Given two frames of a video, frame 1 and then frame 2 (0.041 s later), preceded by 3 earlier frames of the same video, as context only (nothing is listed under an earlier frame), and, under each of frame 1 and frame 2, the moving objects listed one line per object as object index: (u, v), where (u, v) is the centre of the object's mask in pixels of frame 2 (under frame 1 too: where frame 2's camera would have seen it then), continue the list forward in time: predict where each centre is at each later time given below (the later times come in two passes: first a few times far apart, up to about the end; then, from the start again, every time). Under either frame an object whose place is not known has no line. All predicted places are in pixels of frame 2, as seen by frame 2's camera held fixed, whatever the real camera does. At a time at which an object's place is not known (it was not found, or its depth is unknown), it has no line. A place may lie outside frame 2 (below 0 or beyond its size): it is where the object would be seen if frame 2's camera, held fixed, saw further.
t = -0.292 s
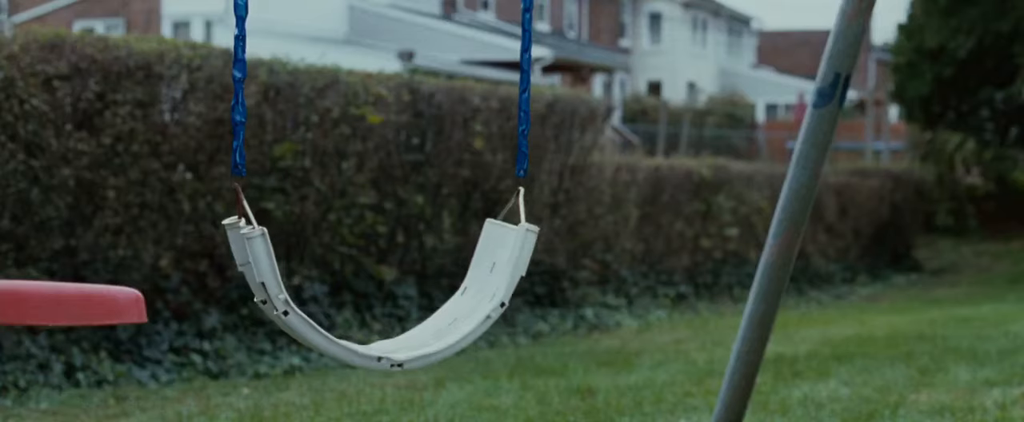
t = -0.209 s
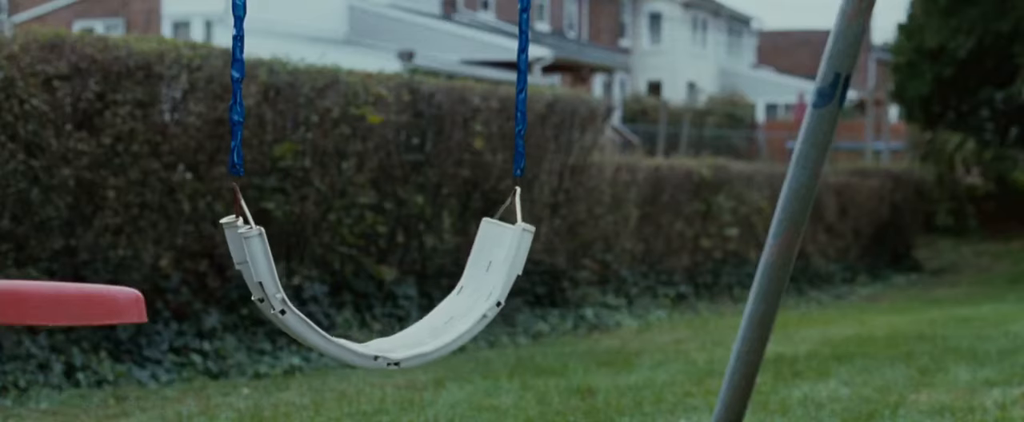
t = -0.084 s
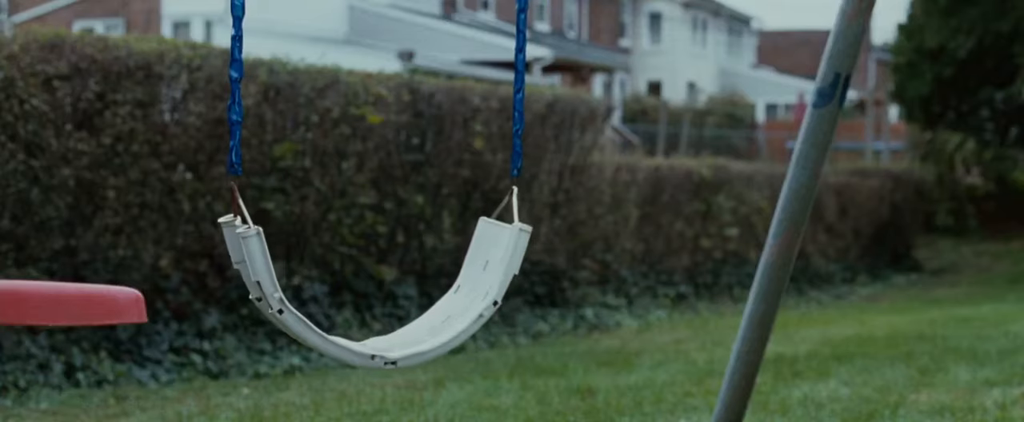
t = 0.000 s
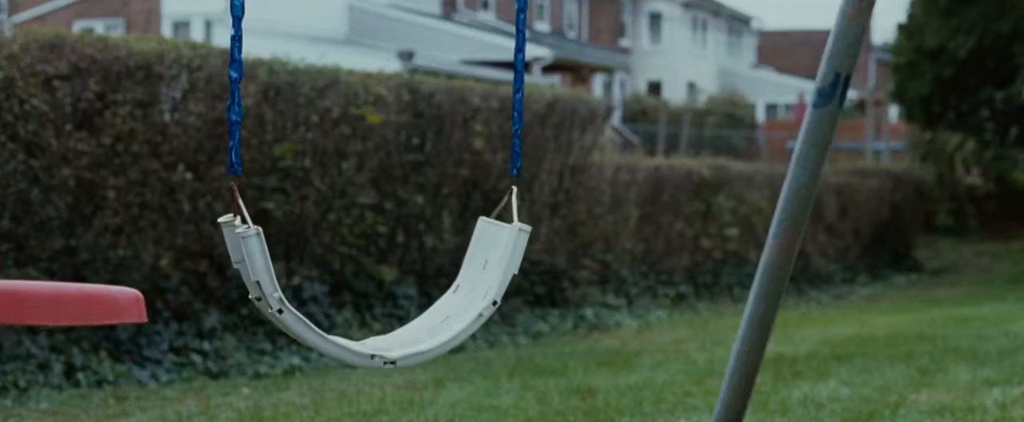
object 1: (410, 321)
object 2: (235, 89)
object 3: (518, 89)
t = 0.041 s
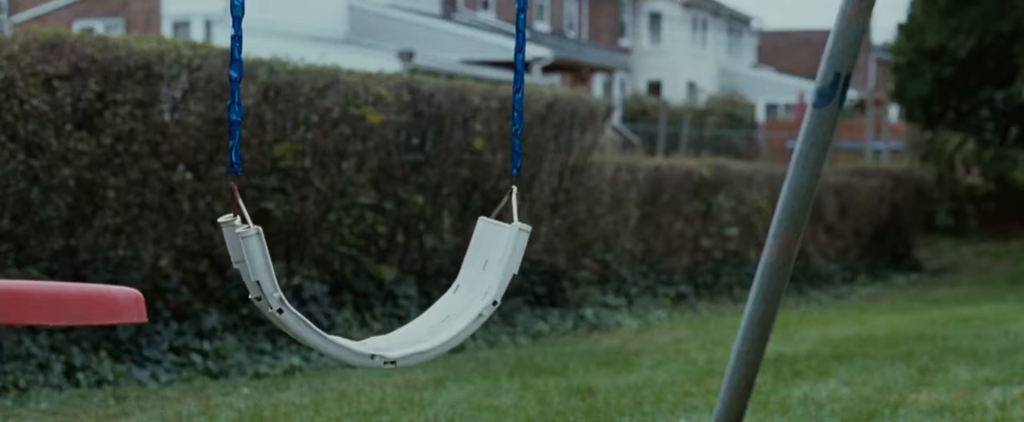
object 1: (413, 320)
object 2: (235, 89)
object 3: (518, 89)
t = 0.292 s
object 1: (416, 325)
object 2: (239, 88)
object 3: (523, 90)
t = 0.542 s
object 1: (426, 332)
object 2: (245, 89)
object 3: (535, 91)
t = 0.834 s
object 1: (441, 340)
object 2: (255, 89)
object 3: (550, 91)
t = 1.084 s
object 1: (448, 341)
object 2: (259, 90)
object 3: (556, 91)
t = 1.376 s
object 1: (440, 342)
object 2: (257, 89)
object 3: (553, 92)
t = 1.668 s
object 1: (434, 333)
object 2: (249, 90)
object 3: (540, 91)
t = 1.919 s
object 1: (419, 329)
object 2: (241, 89)
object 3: (528, 92)
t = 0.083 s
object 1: (414, 320)
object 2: (236, 89)
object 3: (519, 89)
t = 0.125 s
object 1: (412, 321)
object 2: (236, 89)
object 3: (519, 89)
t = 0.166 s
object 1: (410, 324)
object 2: (236, 89)
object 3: (520, 90)
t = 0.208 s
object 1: (410, 325)
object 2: (237, 89)
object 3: (521, 90)
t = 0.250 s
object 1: (414, 324)
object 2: (238, 88)
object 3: (522, 90)
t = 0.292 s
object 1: (416, 325)
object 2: (239, 88)
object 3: (523, 90)
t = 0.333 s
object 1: (420, 325)
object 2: (239, 88)
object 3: (525, 91)
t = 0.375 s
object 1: (416, 329)
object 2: (241, 88)
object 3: (527, 91)
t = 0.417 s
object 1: (418, 329)
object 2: (242, 90)
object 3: (528, 91)
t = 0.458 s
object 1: (420, 331)
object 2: (243, 90)
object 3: (530, 90)
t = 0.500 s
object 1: (427, 329)
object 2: (244, 89)
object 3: (533, 90)
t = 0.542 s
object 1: (426, 332)
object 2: (245, 89)
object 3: (535, 91)
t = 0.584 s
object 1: (430, 333)
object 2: (247, 89)
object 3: (537, 92)
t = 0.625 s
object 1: (431, 334)
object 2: (248, 88)
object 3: (539, 91)
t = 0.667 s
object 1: (434, 335)
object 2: (249, 89)
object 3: (542, 91)
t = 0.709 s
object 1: (436, 336)
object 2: (251, 90)
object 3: (544, 91)
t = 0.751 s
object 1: (435, 339)
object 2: (252, 88)
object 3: (546, 90)
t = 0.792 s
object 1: (443, 336)
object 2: (253, 89)
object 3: (548, 90)
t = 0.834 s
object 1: (441, 340)
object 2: (255, 89)
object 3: (550, 91)
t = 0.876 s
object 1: (440, 341)
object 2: (255, 89)
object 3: (552, 91)
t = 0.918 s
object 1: (442, 341)
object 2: (256, 89)
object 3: (553, 91)
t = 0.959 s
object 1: (443, 342)
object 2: (257, 89)
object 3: (554, 91)
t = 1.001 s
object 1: (447, 341)
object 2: (258, 89)
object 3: (555, 92)
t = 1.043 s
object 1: (449, 340)
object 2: (258, 90)
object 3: (556, 92)
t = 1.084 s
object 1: (448, 341)
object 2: (259, 90)
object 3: (556, 91)
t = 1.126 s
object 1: (448, 341)
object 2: (259, 90)
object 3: (556, 91)
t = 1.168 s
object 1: (450, 340)
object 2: (259, 91)
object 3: (556, 91)
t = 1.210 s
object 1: (448, 342)
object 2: (259, 90)
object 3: (556, 92)
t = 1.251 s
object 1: (448, 341)
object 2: (259, 90)
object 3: (555, 92)
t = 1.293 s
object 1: (442, 343)
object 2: (258, 90)
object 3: (555, 92)
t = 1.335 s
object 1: (446, 340)
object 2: (258, 90)
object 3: (554, 92)
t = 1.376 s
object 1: (440, 342)
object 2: (257, 89)
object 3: (553, 92)
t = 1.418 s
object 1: (439, 342)
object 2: (256, 90)
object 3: (551, 92)
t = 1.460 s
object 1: (441, 339)
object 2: (255, 90)
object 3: (549, 93)
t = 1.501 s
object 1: (442, 337)
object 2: (254, 90)
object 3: (548, 92)
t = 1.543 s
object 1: (437, 338)
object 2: (253, 90)
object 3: (546, 92)
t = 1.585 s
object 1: (435, 337)
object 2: (252, 91)
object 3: (544, 91)
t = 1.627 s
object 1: (431, 337)
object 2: (251, 91)
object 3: (542, 91)
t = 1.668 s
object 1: (434, 333)
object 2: (249, 90)
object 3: (540, 91)
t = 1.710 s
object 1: (428, 334)
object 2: (248, 89)
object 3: (538, 91)
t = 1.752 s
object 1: (428, 332)
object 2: (246, 89)
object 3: (535, 92)
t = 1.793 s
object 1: (426, 330)
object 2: (245, 88)
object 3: (534, 92)
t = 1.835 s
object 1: (423, 330)
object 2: (243, 89)
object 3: (531, 91)
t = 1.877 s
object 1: (418, 331)
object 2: (242, 89)
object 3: (530, 91)
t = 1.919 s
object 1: (419, 329)
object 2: (241, 89)
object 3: (528, 92)
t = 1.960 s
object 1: (419, 326)
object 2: (240, 89)
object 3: (526, 92)
